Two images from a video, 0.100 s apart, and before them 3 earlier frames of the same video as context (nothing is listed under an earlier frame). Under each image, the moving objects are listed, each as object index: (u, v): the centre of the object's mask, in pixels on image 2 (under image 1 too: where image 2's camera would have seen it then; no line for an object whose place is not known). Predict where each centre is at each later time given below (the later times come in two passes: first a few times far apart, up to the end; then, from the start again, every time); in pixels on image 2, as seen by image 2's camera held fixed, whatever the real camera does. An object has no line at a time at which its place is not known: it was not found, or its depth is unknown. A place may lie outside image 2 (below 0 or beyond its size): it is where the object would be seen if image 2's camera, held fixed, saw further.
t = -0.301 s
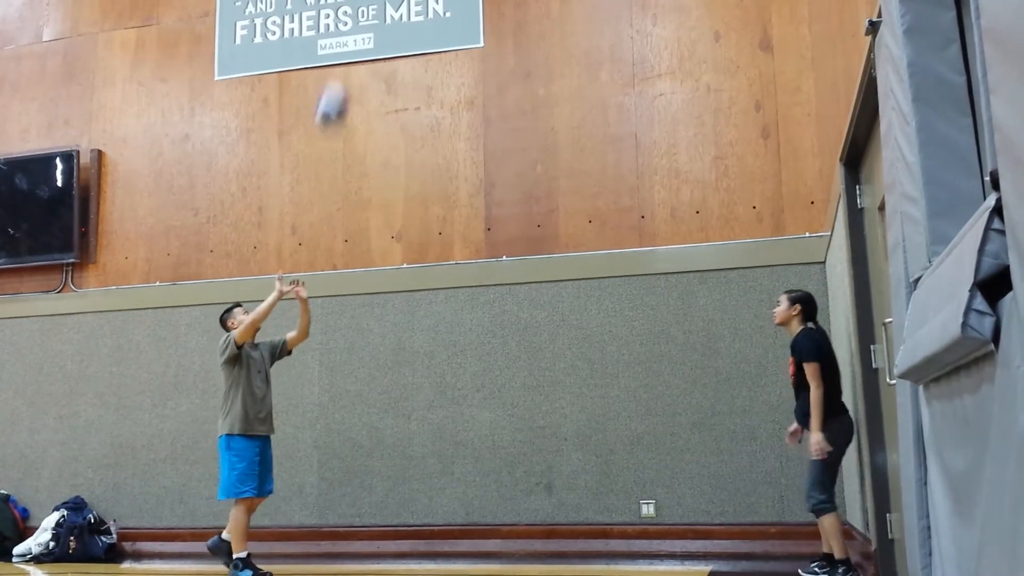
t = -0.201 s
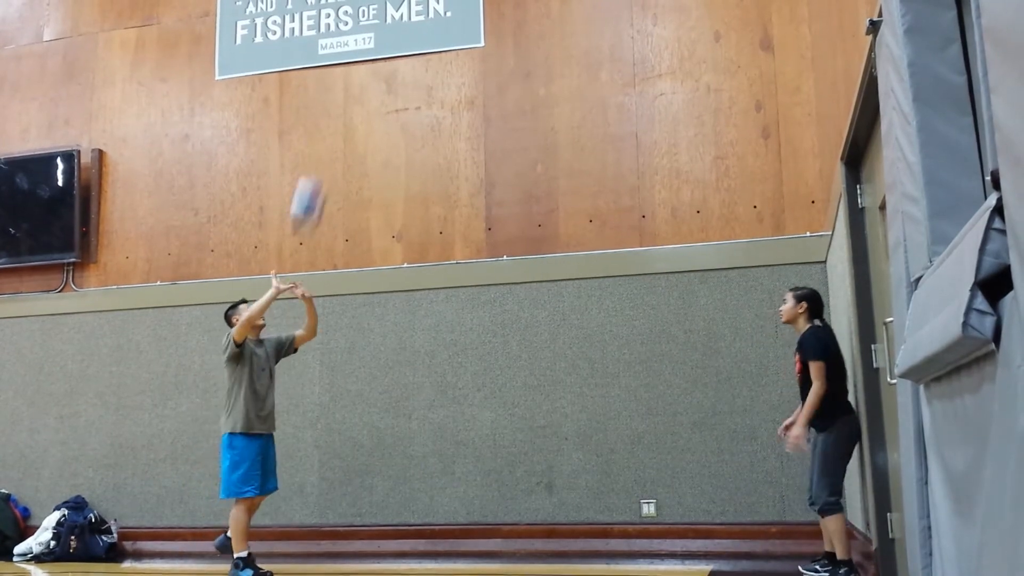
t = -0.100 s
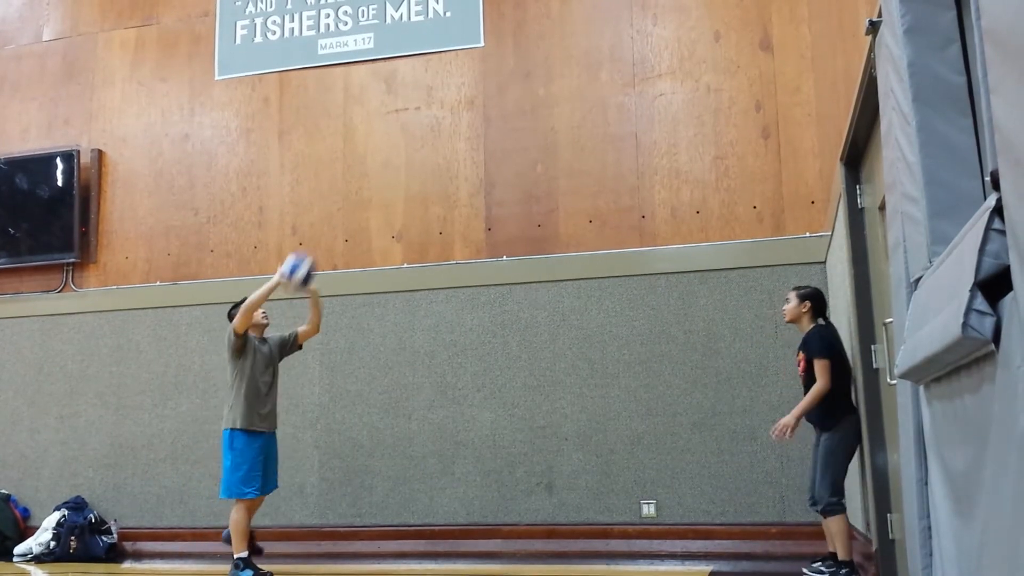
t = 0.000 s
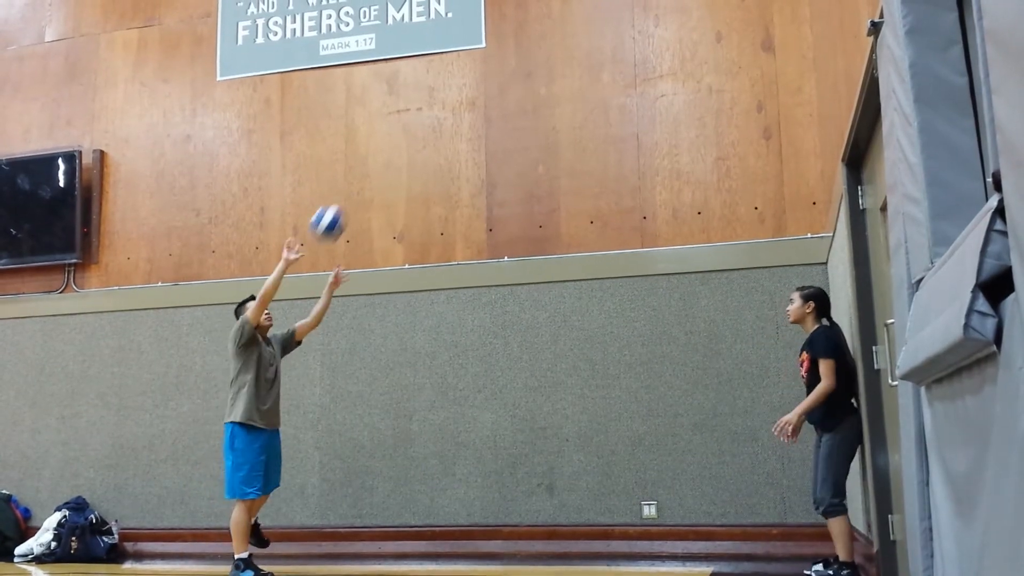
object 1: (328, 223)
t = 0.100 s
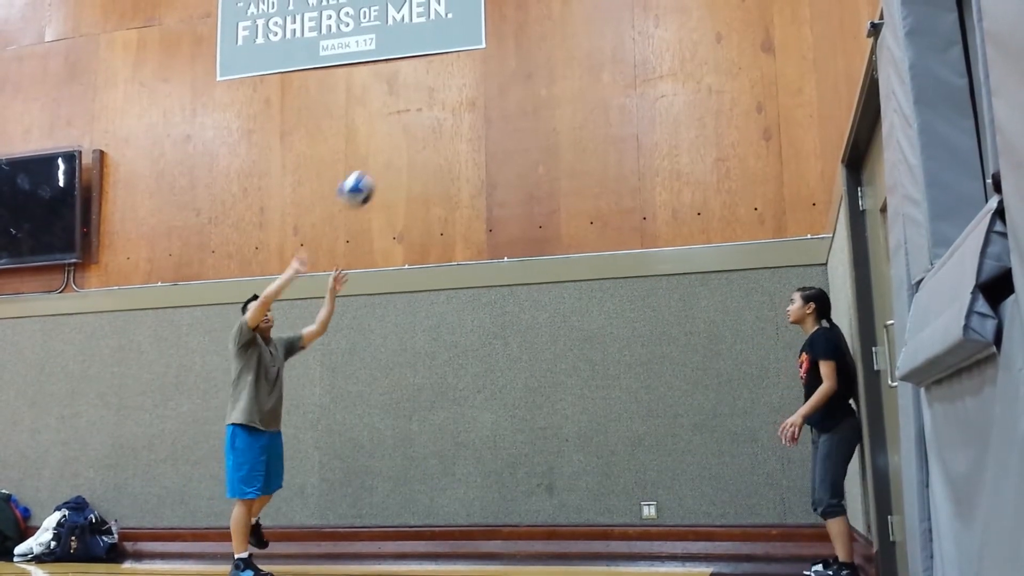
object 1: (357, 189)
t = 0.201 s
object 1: (385, 169)
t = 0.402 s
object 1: (439, 173)
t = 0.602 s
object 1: (494, 236)
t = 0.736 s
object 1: (529, 312)
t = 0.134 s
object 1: (367, 181)
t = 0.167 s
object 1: (375, 174)
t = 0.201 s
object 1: (385, 169)
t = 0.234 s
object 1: (394, 166)
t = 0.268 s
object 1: (403, 165)
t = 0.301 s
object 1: (412, 165)
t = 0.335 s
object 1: (421, 166)
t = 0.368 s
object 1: (430, 169)
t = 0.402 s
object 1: (439, 173)
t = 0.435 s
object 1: (448, 179)
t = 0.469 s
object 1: (457, 186)
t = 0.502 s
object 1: (466, 196)
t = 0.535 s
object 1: (475, 208)
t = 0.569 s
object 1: (485, 222)
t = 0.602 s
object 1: (494, 236)
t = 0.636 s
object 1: (502, 252)
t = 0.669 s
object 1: (511, 269)
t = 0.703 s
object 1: (521, 290)
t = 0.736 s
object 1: (529, 312)
